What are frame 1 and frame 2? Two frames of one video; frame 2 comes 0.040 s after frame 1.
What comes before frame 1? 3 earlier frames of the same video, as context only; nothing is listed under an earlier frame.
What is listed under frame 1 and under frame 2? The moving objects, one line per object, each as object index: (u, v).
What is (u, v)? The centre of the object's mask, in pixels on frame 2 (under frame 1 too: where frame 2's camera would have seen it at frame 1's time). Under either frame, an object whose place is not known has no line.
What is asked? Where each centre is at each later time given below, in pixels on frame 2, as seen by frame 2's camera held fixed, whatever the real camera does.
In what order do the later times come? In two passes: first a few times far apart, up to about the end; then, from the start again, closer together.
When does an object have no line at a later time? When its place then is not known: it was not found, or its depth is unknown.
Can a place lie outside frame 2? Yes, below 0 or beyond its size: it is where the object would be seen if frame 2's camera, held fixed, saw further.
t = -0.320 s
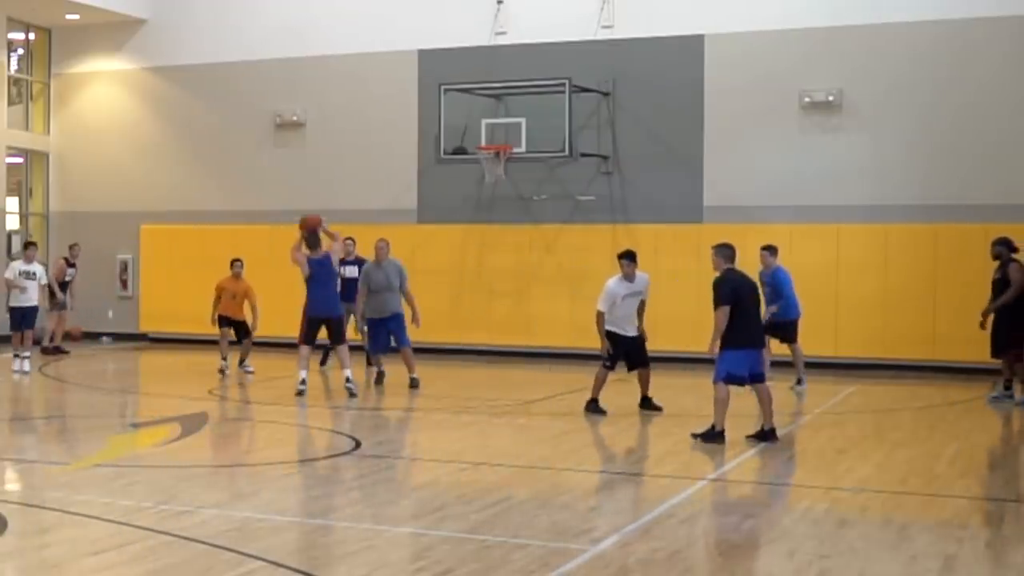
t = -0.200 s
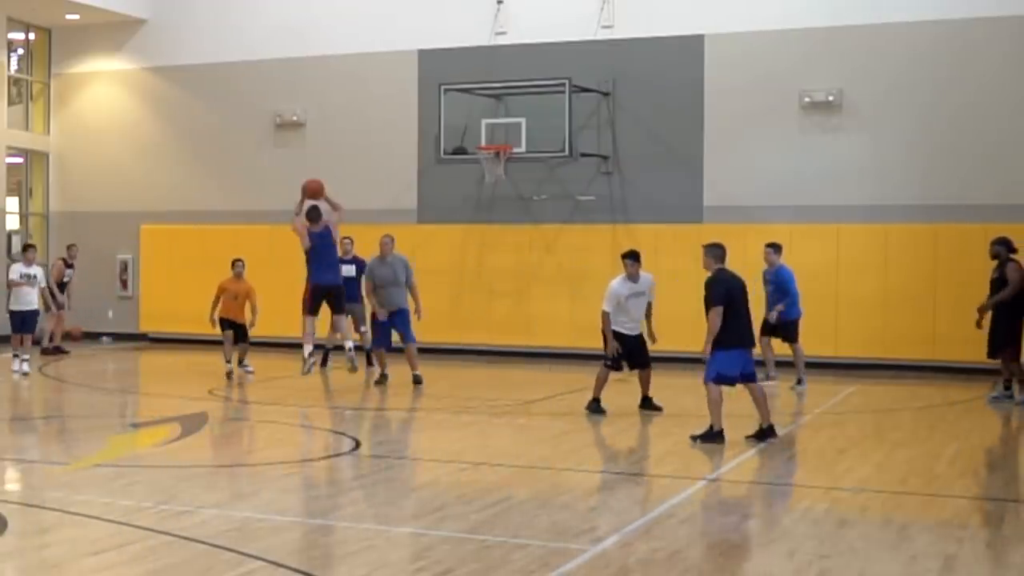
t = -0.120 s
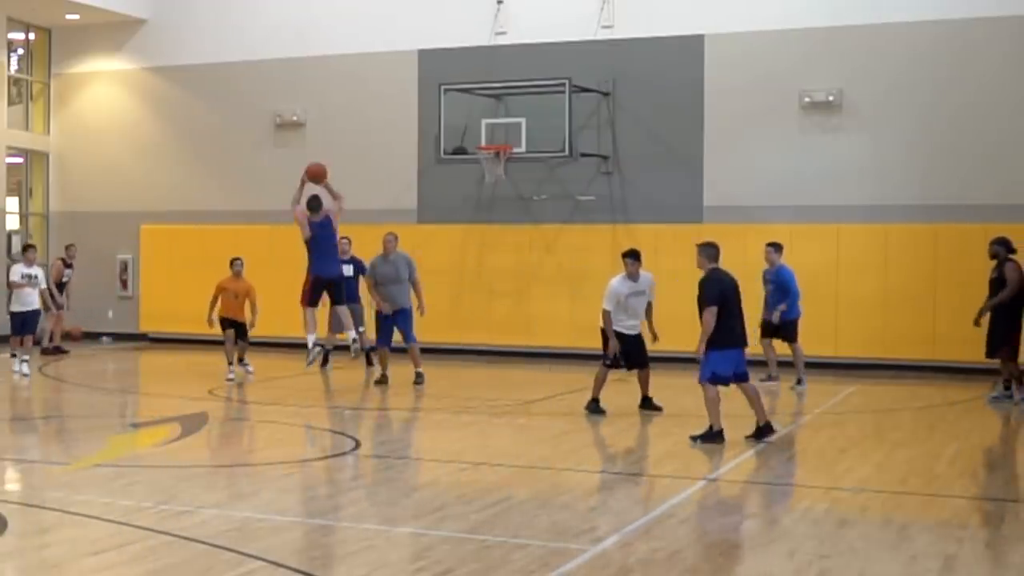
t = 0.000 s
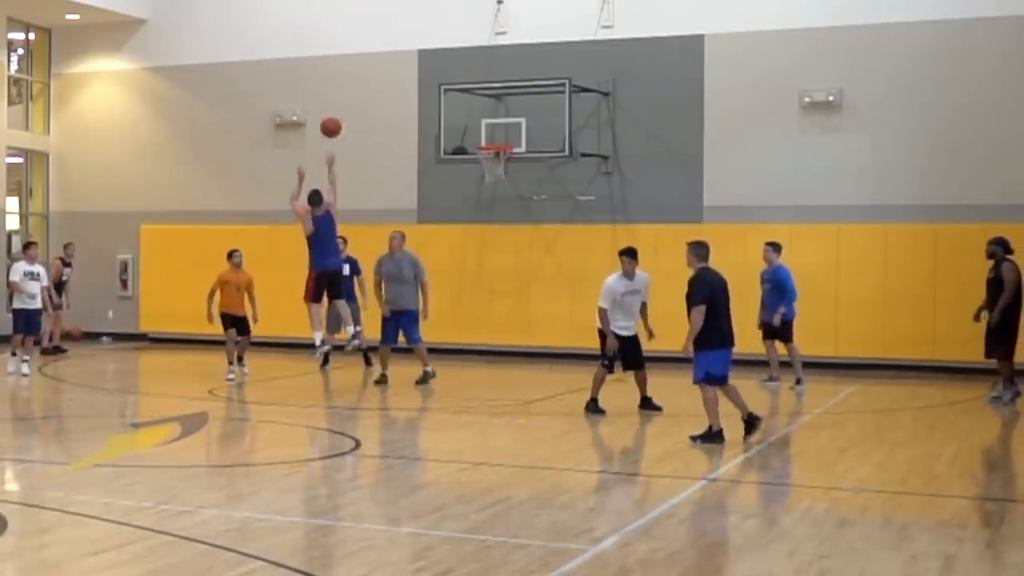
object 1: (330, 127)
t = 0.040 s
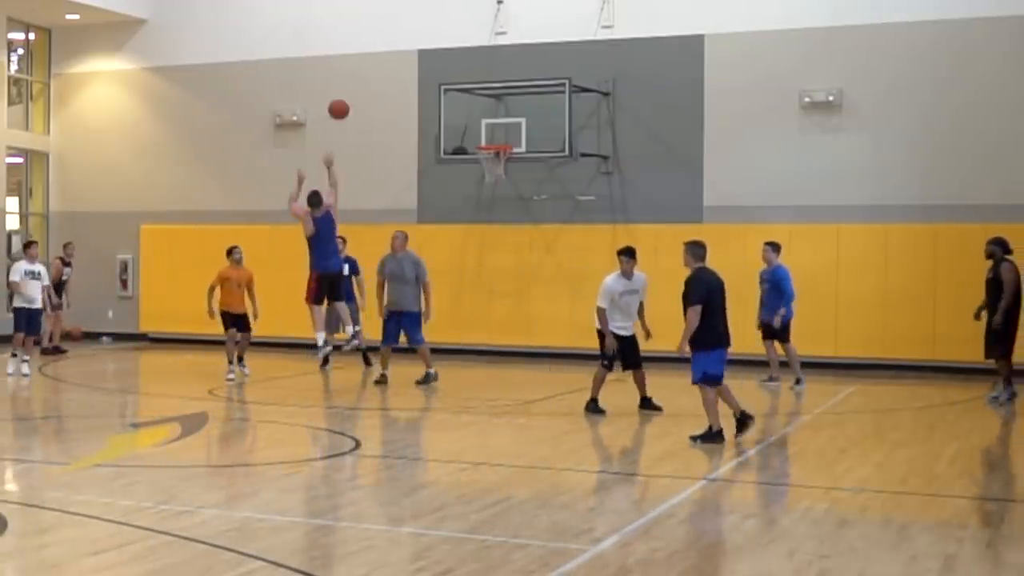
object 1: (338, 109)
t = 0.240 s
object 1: (374, 48)
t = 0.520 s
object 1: (419, 24)
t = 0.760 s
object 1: (453, 52)
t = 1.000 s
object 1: (485, 121)
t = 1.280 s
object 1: (503, 179)
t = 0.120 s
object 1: (352, 81)
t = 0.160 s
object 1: (360, 69)
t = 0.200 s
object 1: (367, 58)
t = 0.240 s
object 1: (374, 48)
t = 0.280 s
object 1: (379, 42)
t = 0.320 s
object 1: (387, 35)
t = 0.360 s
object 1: (393, 30)
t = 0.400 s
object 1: (400, 27)
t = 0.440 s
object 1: (407, 25)
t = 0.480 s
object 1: (412, 24)
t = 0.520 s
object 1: (419, 24)
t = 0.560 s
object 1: (425, 26)
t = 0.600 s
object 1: (431, 29)
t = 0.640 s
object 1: (437, 34)
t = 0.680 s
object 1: (442, 38)
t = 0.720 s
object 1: (448, 44)
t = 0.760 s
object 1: (453, 52)
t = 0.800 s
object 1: (459, 61)
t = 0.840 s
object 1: (464, 70)
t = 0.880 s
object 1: (470, 80)
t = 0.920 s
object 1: (474, 93)
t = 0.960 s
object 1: (480, 105)
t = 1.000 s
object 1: (485, 121)
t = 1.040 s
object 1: (490, 132)
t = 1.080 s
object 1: (490, 151)
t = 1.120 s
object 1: (495, 159)
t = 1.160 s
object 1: (500, 170)
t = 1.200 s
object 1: (502, 169)
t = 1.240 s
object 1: (502, 174)
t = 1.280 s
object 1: (503, 179)
